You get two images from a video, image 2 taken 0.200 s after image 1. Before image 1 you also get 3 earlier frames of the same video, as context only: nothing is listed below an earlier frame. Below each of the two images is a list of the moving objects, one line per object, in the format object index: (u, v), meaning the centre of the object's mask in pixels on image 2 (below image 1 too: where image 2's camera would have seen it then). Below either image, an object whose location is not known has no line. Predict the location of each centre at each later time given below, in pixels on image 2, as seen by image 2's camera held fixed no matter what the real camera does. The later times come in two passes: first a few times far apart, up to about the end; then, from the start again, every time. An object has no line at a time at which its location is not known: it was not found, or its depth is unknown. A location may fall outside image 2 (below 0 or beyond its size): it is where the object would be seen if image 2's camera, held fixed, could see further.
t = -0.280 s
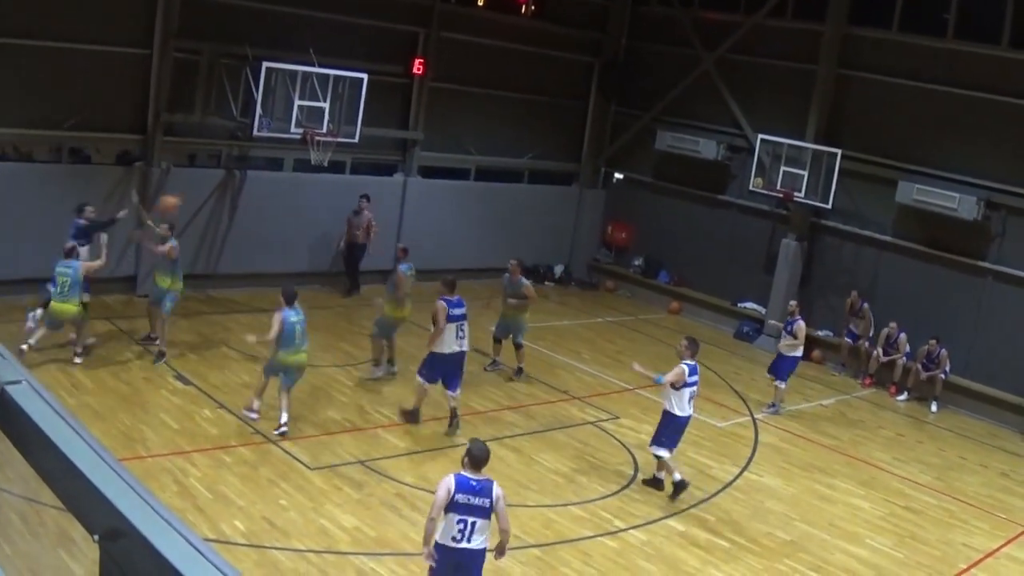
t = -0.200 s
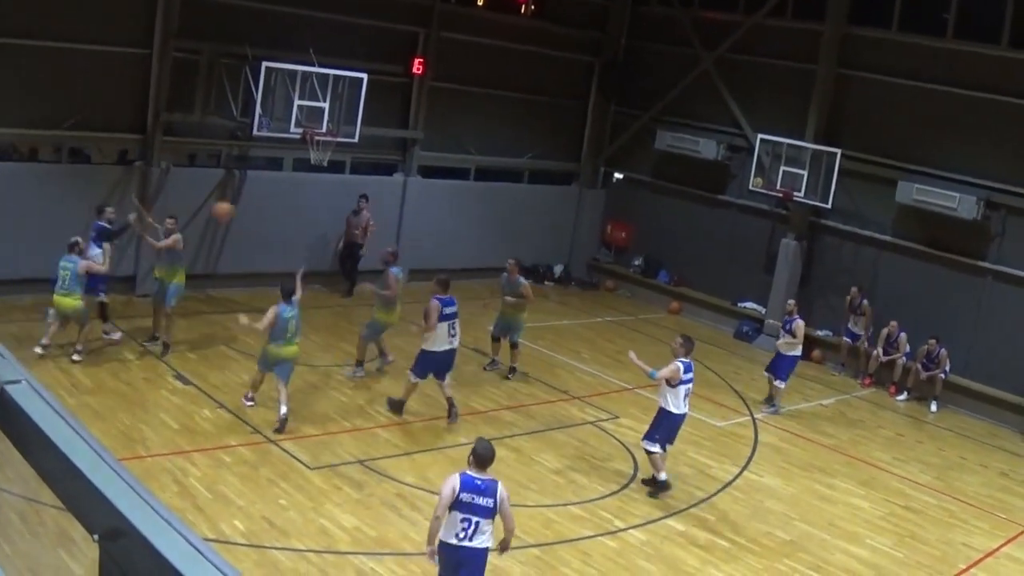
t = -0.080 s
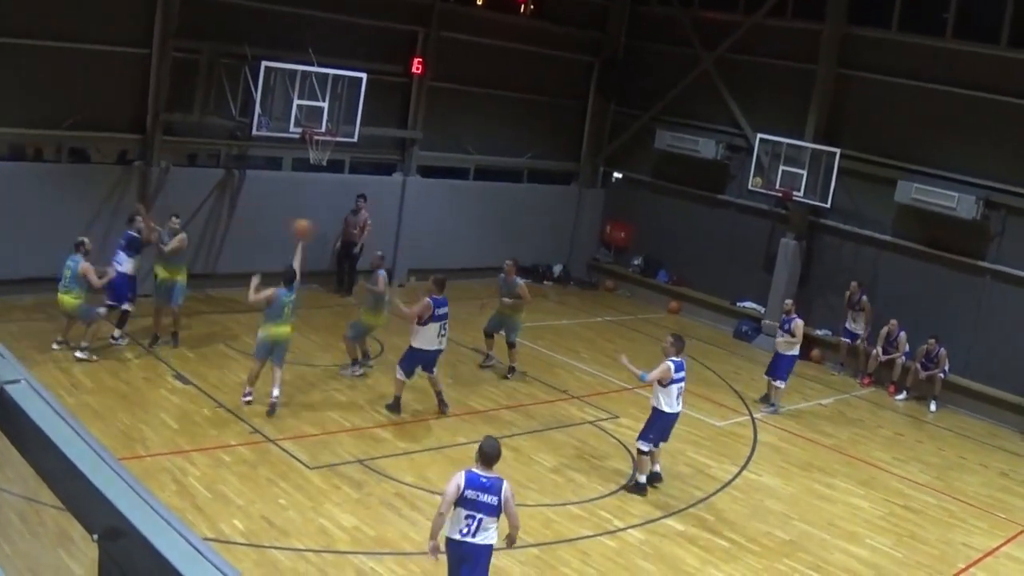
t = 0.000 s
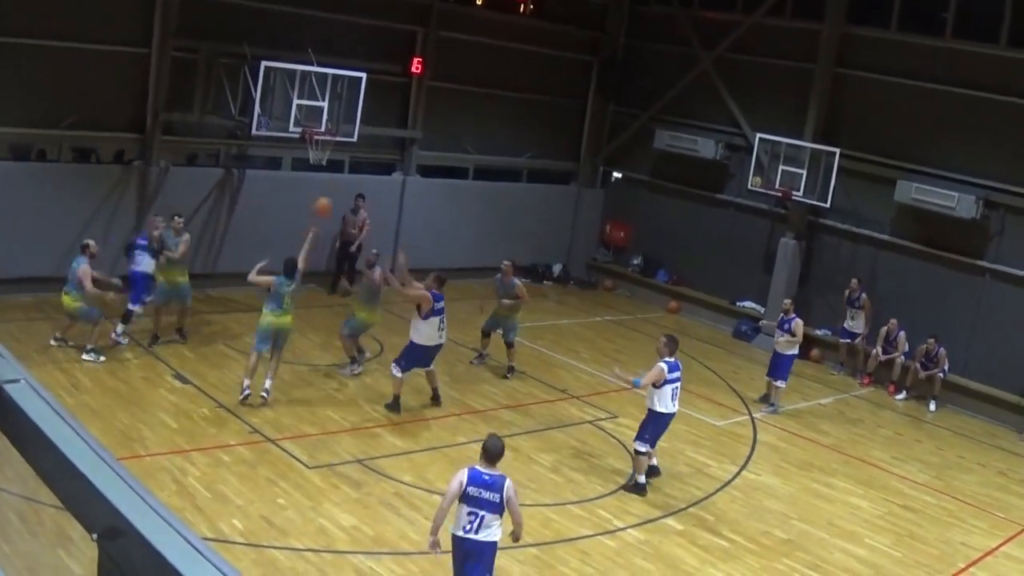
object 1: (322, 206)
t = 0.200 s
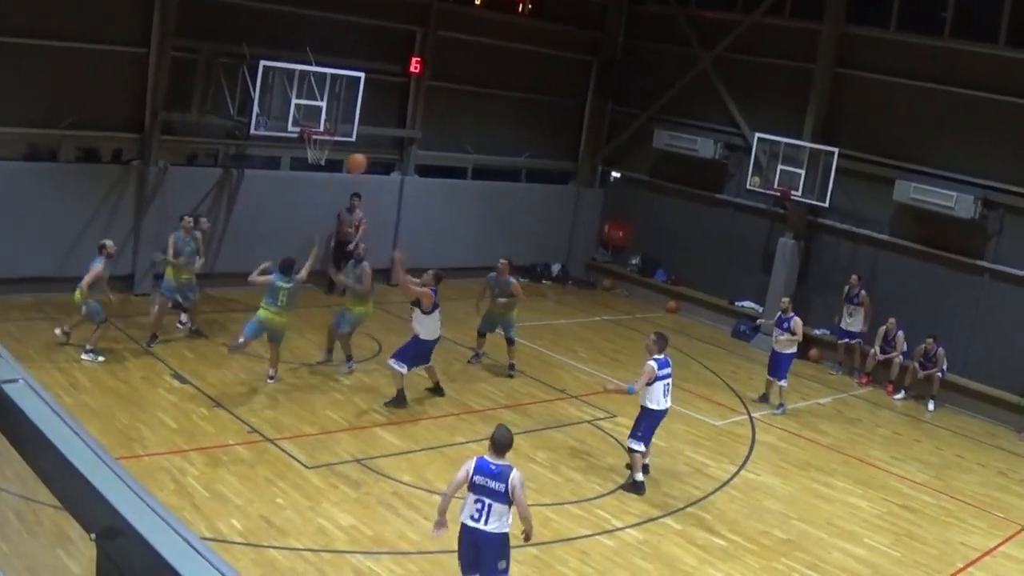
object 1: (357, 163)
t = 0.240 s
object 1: (363, 159)
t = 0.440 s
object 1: (397, 154)
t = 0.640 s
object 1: (427, 183)
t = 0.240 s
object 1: (363, 159)
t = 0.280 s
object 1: (371, 155)
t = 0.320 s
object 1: (377, 153)
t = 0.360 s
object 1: (384, 152)
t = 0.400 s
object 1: (390, 153)
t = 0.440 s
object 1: (397, 154)
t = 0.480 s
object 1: (403, 158)
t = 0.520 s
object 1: (410, 163)
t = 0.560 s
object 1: (416, 167)
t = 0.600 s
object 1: (422, 175)
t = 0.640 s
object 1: (427, 183)
